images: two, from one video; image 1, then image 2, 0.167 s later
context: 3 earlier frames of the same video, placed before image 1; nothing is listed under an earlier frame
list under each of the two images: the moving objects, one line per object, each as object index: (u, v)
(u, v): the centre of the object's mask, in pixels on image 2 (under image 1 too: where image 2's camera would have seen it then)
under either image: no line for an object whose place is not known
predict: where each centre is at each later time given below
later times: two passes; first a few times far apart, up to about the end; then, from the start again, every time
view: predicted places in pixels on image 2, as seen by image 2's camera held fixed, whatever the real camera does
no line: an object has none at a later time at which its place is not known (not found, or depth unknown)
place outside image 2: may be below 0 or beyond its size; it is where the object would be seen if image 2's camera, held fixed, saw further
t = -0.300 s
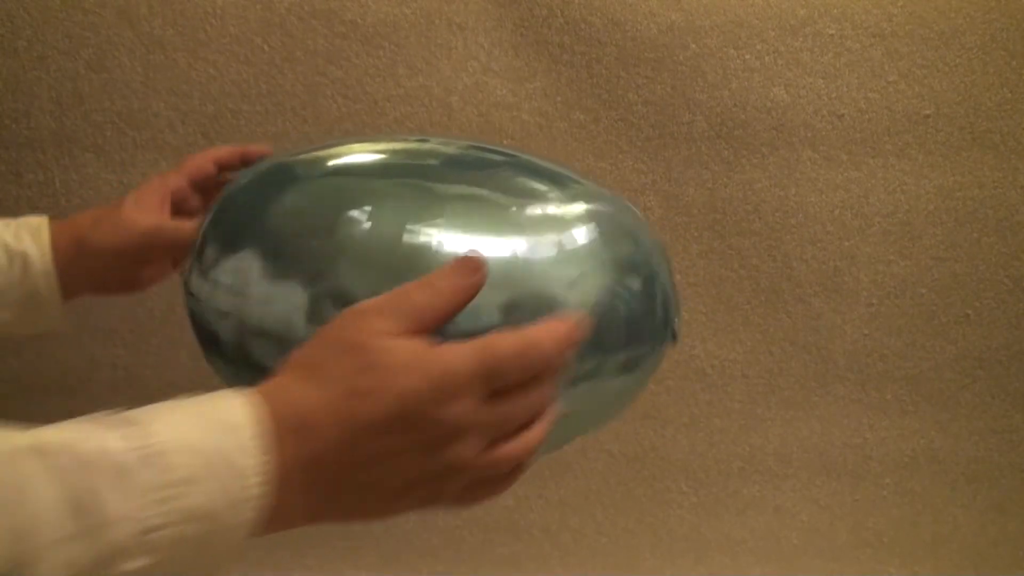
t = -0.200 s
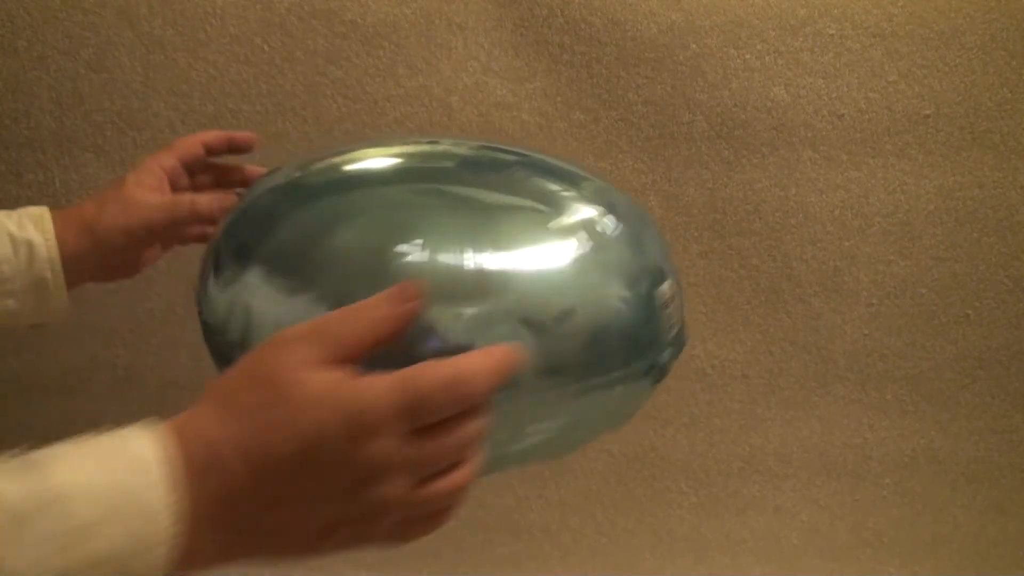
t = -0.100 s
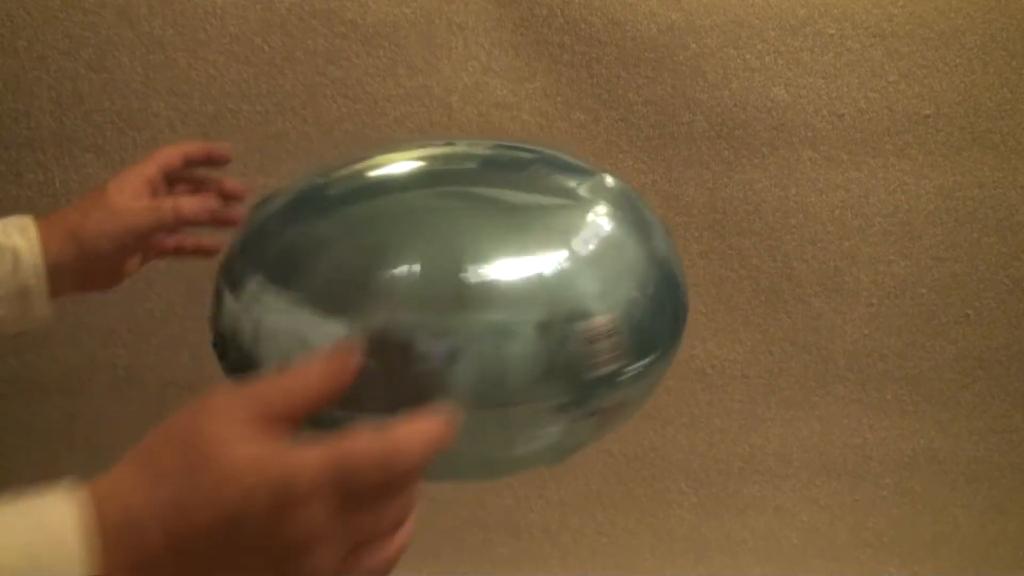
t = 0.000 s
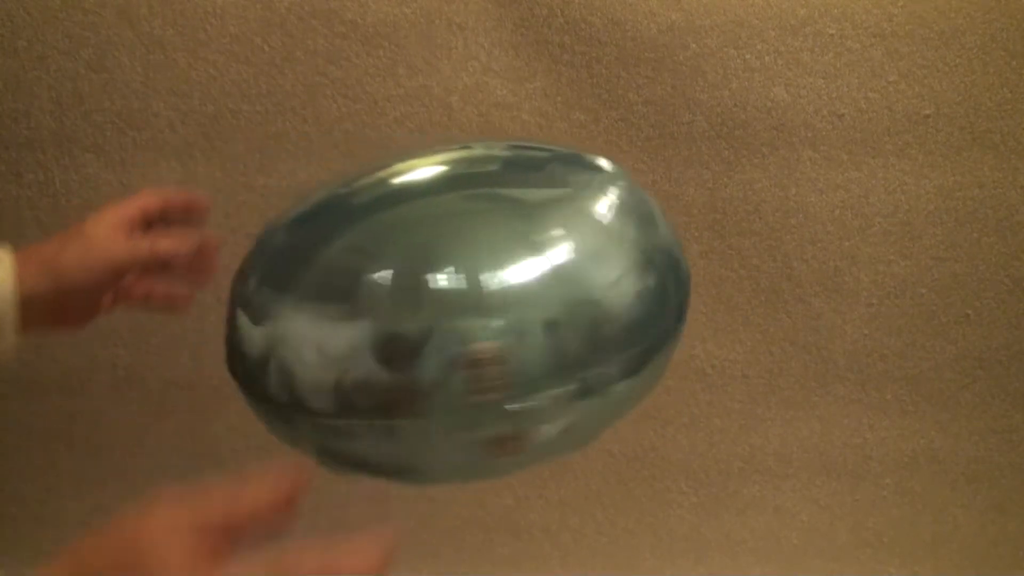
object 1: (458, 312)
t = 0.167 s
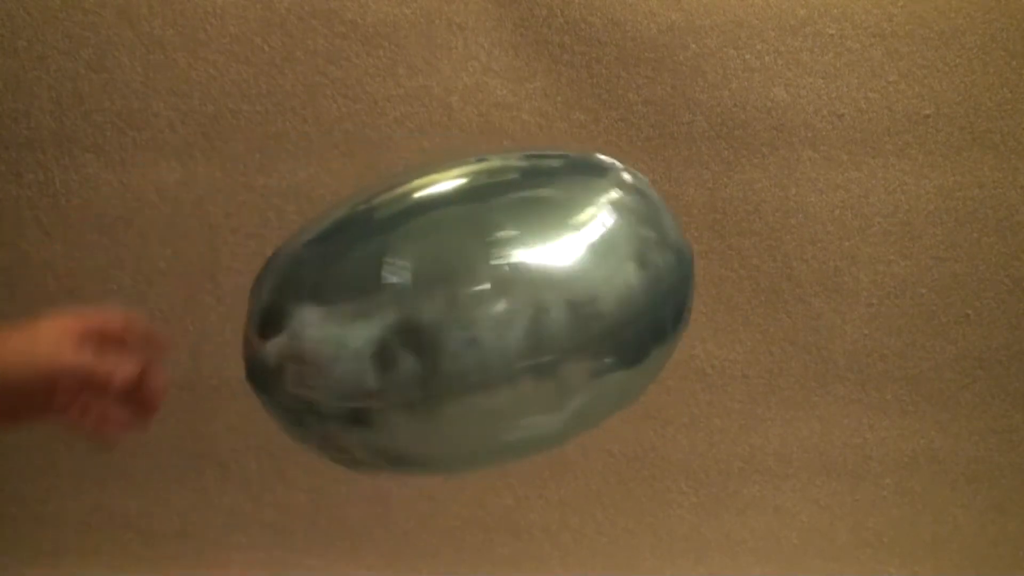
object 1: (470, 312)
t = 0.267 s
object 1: (478, 312)
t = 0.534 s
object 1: (500, 321)
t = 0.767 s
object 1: (513, 331)
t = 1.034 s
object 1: (528, 335)
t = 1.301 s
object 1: (544, 340)
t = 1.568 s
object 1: (554, 346)
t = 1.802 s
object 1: (561, 345)
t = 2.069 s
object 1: (573, 342)
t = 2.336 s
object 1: (581, 348)
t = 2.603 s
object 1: (586, 351)
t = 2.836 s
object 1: (592, 348)
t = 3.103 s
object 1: (603, 345)
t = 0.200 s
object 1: (473, 313)
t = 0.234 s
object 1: (476, 312)
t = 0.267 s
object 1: (478, 312)
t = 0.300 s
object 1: (480, 313)
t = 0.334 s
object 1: (483, 313)
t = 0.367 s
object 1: (487, 314)
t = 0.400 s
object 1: (490, 315)
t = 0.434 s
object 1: (492, 316)
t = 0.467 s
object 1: (495, 318)
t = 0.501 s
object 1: (497, 319)
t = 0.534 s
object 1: (500, 321)
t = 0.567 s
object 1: (502, 323)
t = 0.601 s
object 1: (504, 325)
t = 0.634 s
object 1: (506, 326)
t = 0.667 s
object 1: (508, 327)
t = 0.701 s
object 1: (510, 329)
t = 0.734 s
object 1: (511, 329)
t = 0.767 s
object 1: (513, 331)
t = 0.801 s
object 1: (514, 332)
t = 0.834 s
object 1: (516, 333)
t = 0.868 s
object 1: (517, 333)
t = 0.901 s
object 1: (519, 334)
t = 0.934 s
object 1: (521, 334)
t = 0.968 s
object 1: (523, 335)
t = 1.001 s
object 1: (525, 335)
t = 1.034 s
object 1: (528, 335)
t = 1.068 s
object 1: (529, 335)
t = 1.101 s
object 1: (532, 335)
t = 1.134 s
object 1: (535, 337)
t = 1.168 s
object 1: (537, 338)
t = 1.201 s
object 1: (539, 339)
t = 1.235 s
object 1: (541, 339)
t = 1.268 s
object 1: (543, 340)
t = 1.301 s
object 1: (544, 340)
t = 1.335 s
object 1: (546, 341)
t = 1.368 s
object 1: (547, 342)
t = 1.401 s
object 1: (549, 343)
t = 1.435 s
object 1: (550, 344)
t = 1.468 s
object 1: (550, 345)
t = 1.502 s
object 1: (552, 345)
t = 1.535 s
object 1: (553, 346)
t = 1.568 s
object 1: (554, 346)
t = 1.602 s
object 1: (555, 346)
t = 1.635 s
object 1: (556, 347)
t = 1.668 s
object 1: (557, 347)
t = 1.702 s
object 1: (559, 347)
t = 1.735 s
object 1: (560, 346)
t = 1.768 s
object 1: (560, 346)
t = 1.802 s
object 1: (561, 345)
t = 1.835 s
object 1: (562, 345)
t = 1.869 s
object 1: (563, 344)
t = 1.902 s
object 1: (564, 344)
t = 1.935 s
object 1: (565, 343)
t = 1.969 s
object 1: (566, 343)
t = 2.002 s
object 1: (568, 342)
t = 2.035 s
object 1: (572, 341)
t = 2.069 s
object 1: (573, 342)
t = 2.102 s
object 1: (574, 342)
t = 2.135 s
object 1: (575, 344)
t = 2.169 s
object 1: (577, 344)
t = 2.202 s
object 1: (578, 345)
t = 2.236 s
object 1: (579, 345)
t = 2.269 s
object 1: (579, 347)
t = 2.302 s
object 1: (580, 348)
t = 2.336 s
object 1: (581, 348)
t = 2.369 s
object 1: (583, 348)
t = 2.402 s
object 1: (583, 349)
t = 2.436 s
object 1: (584, 350)
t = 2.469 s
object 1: (584, 350)
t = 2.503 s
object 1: (584, 351)
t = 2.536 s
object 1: (584, 351)
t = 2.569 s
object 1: (585, 351)
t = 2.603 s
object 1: (586, 351)
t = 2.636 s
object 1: (587, 350)
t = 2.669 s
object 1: (588, 350)
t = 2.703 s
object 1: (588, 350)
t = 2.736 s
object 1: (589, 349)
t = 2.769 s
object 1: (590, 349)
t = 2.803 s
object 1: (592, 348)
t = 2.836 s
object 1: (592, 348)
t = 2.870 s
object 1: (594, 347)
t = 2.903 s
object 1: (596, 346)
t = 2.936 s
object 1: (597, 346)
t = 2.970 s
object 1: (598, 346)
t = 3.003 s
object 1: (599, 346)
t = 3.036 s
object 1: (601, 345)
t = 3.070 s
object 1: (602, 346)
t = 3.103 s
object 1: (603, 345)
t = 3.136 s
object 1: (604, 345)
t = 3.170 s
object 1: (605, 344)
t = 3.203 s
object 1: (607, 344)
